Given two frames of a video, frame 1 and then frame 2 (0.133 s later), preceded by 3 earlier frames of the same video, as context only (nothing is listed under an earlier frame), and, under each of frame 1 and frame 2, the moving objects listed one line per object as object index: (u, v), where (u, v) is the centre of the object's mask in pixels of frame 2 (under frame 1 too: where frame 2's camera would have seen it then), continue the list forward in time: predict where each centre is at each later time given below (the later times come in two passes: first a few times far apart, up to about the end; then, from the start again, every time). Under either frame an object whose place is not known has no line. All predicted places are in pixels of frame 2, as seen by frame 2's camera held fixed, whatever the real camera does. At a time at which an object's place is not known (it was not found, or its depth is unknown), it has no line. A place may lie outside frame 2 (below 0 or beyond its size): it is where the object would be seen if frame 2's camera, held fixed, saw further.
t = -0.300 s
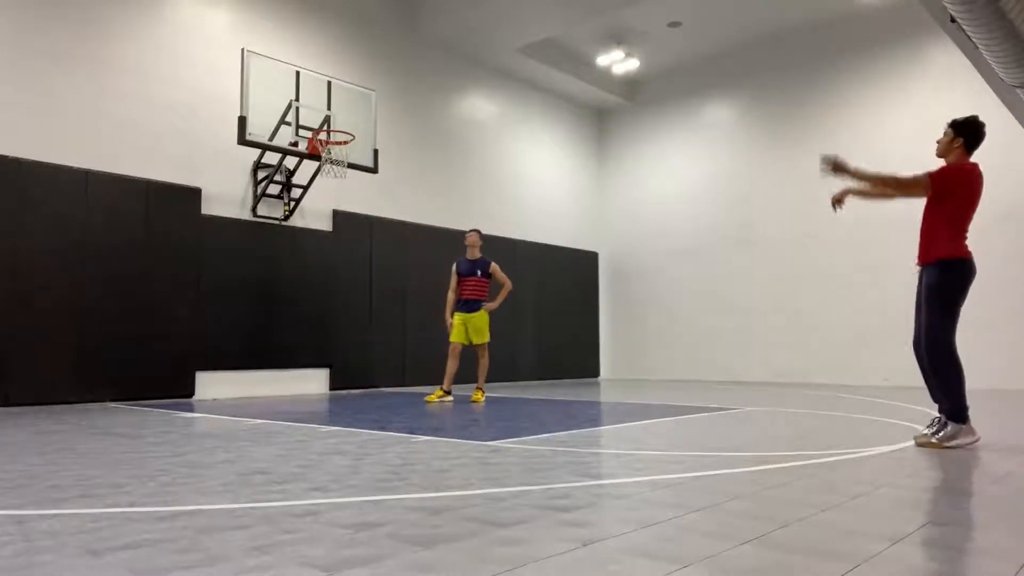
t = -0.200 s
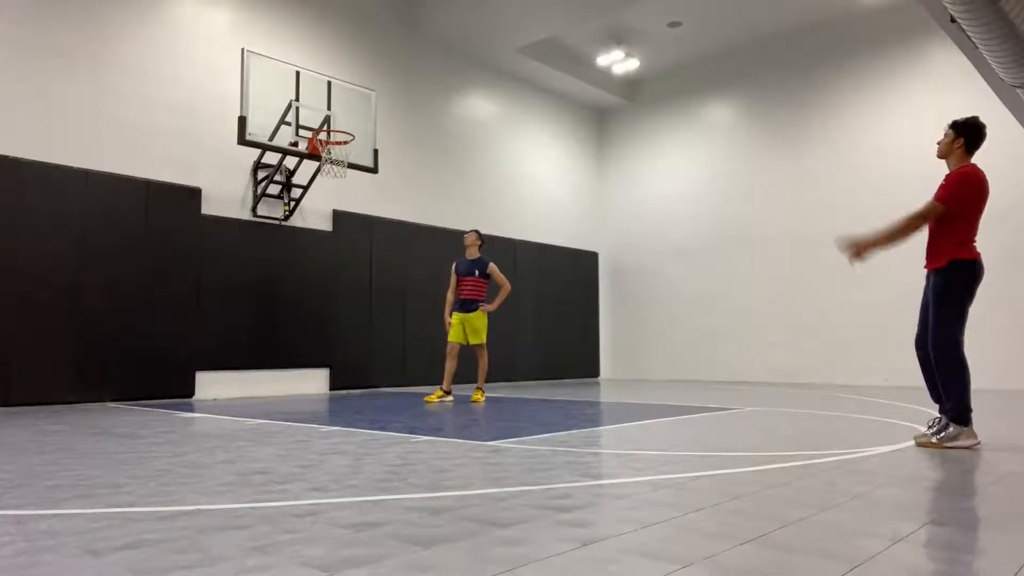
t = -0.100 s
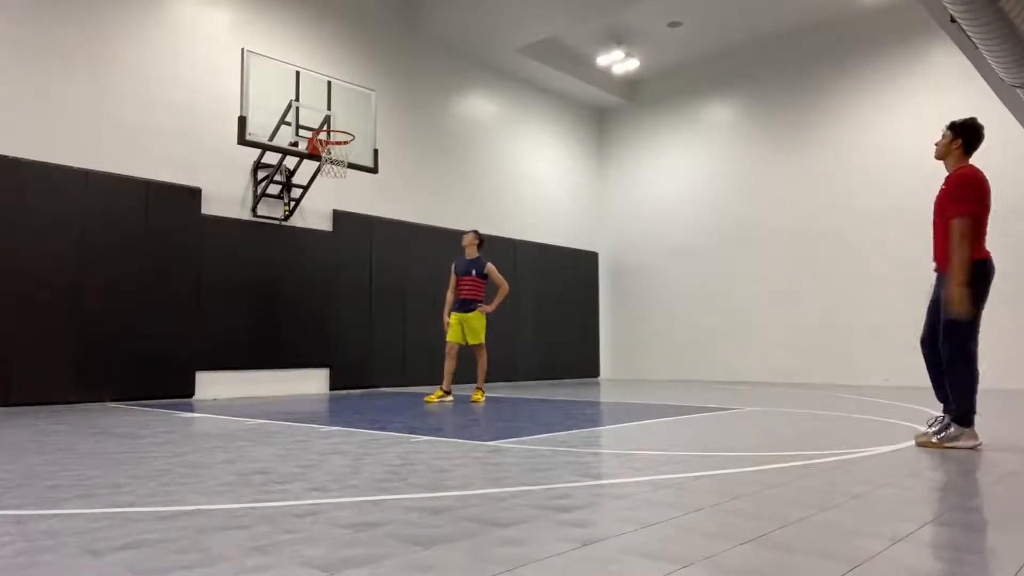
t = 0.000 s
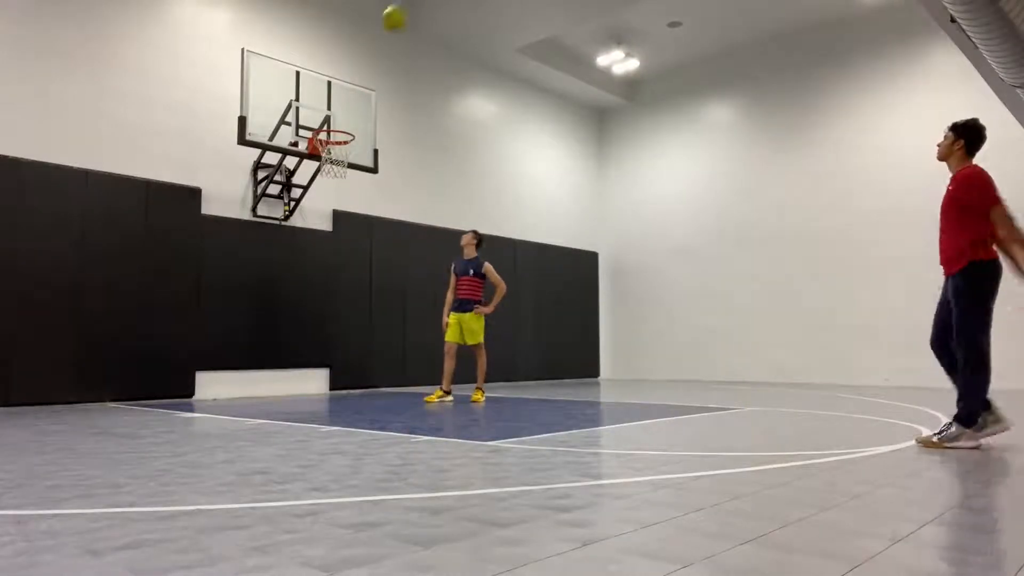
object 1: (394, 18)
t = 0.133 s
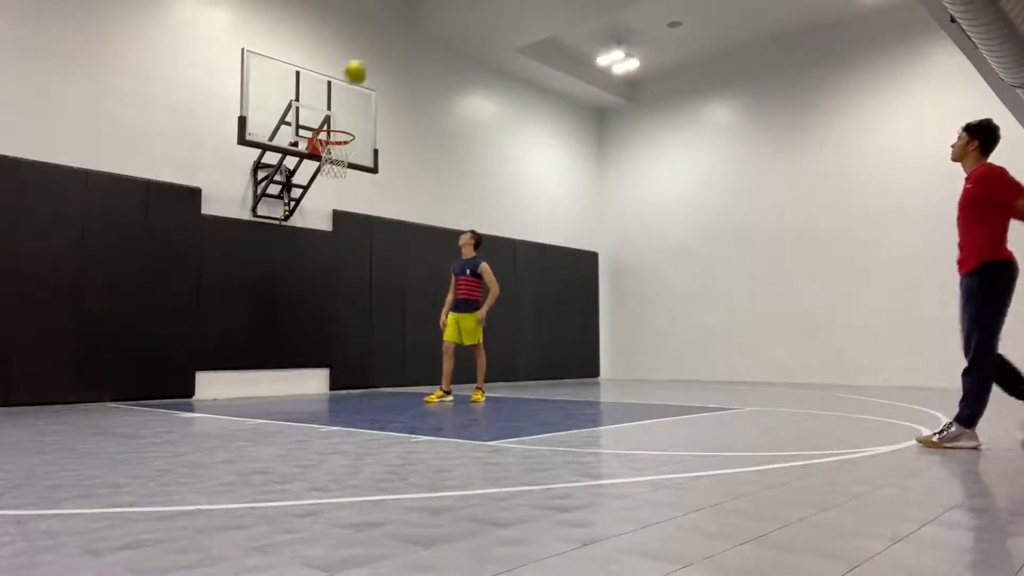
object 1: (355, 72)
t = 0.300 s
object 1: (329, 144)
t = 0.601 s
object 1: (346, 162)
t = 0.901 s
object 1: (343, 224)
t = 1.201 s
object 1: (339, 366)
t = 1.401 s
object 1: (333, 328)
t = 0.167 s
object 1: (347, 87)
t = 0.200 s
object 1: (338, 102)
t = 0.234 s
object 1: (329, 118)
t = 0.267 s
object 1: (323, 134)
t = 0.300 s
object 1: (329, 144)
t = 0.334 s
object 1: (333, 152)
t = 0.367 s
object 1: (336, 154)
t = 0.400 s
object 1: (341, 155)
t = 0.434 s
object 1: (342, 157)
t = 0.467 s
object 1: (343, 156)
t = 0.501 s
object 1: (344, 157)
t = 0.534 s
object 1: (345, 157)
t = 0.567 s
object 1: (345, 159)
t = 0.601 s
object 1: (346, 162)
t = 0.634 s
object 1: (345, 165)
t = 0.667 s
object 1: (345, 170)
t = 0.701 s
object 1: (345, 173)
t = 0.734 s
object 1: (345, 180)
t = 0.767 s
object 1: (344, 187)
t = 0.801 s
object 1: (344, 195)
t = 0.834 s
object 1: (343, 204)
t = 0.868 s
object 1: (343, 214)
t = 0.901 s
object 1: (343, 224)
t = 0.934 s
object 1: (342, 235)
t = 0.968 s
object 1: (341, 248)
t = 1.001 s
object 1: (341, 262)
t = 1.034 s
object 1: (341, 277)
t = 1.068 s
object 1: (340, 293)
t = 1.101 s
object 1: (340, 309)
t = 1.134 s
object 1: (340, 327)
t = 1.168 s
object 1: (339, 347)
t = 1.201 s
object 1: (339, 366)
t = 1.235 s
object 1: (338, 388)
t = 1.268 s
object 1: (337, 382)
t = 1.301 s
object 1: (336, 367)
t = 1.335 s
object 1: (335, 353)
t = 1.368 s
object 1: (334, 340)
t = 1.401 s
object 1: (333, 328)
